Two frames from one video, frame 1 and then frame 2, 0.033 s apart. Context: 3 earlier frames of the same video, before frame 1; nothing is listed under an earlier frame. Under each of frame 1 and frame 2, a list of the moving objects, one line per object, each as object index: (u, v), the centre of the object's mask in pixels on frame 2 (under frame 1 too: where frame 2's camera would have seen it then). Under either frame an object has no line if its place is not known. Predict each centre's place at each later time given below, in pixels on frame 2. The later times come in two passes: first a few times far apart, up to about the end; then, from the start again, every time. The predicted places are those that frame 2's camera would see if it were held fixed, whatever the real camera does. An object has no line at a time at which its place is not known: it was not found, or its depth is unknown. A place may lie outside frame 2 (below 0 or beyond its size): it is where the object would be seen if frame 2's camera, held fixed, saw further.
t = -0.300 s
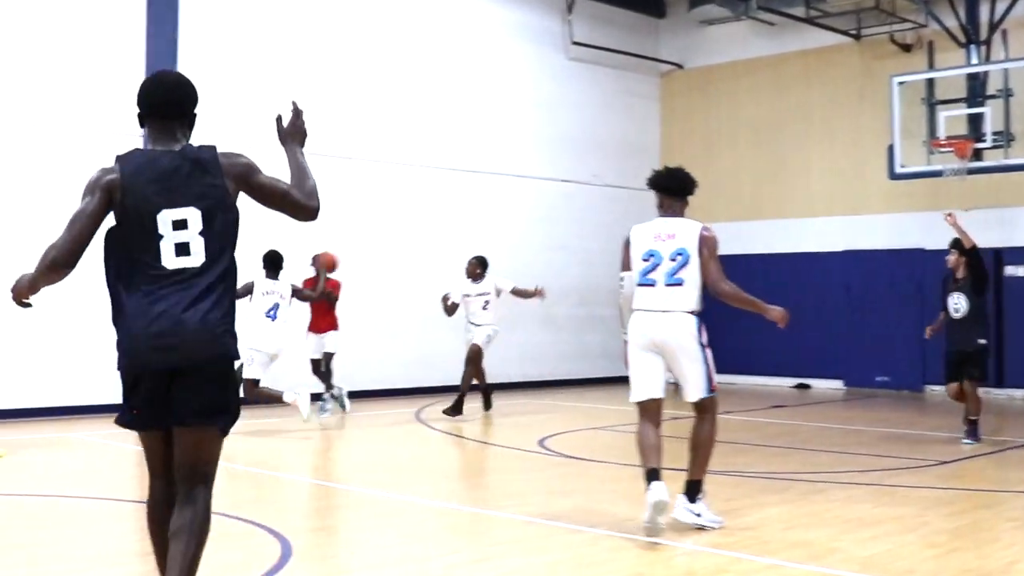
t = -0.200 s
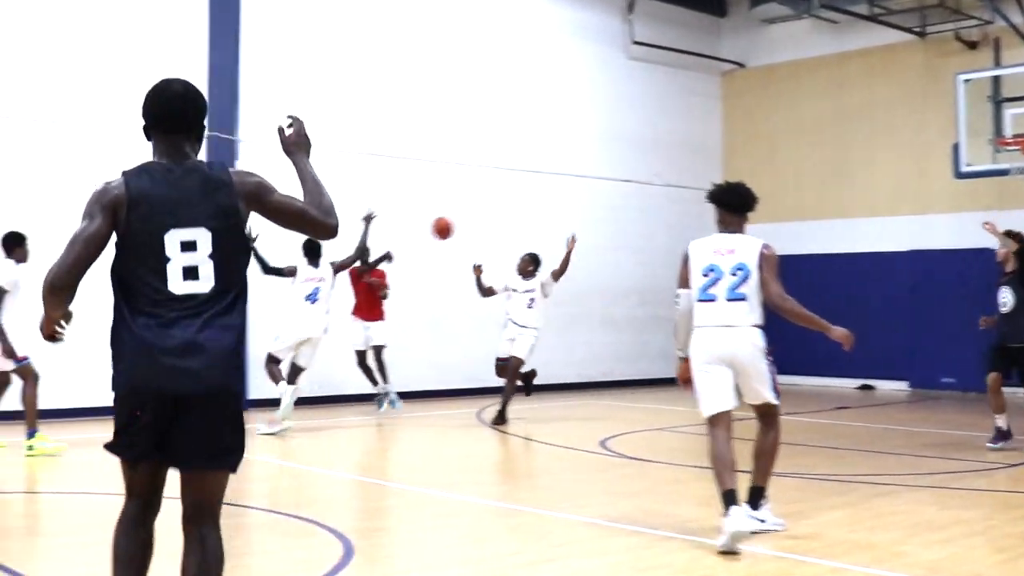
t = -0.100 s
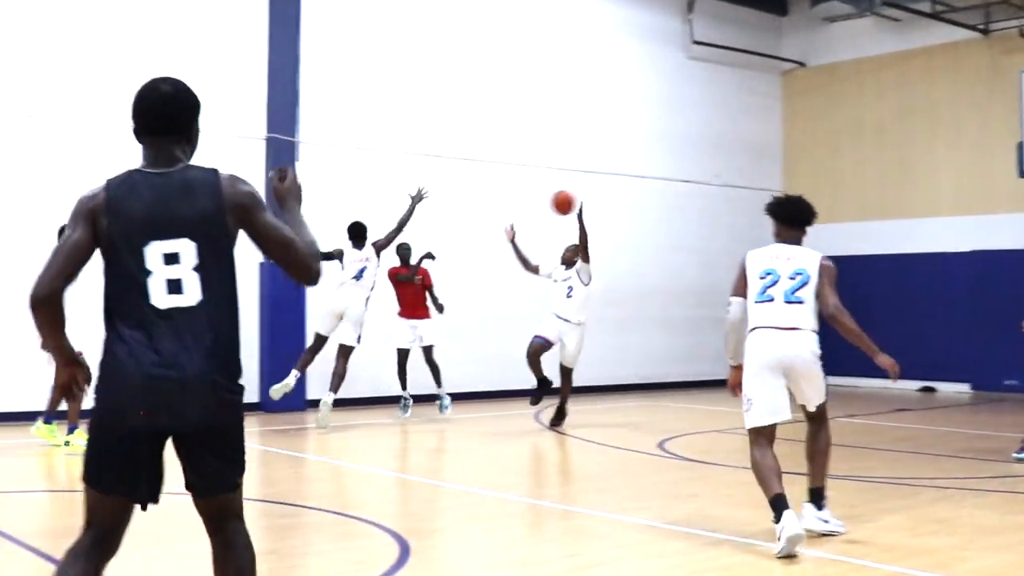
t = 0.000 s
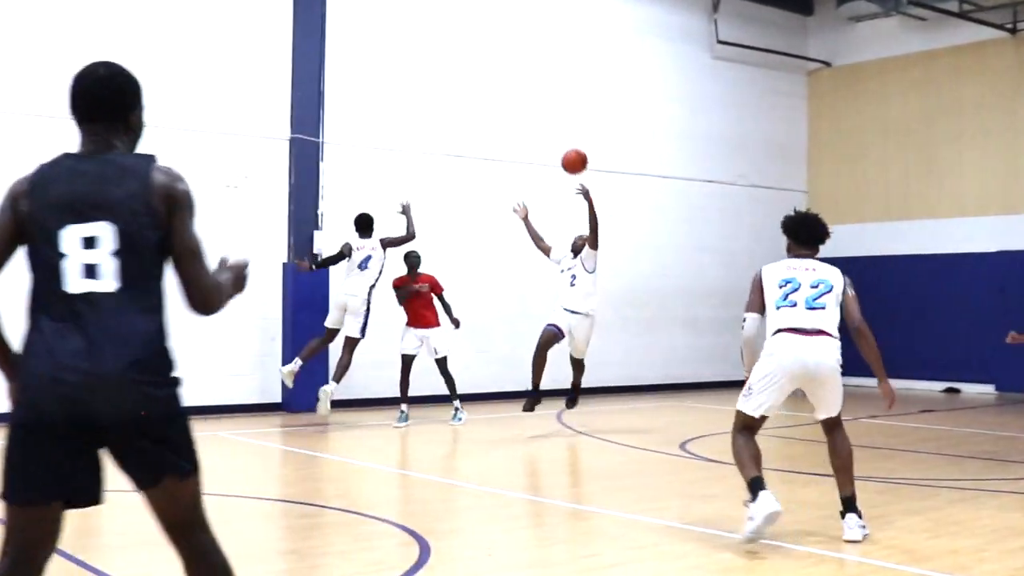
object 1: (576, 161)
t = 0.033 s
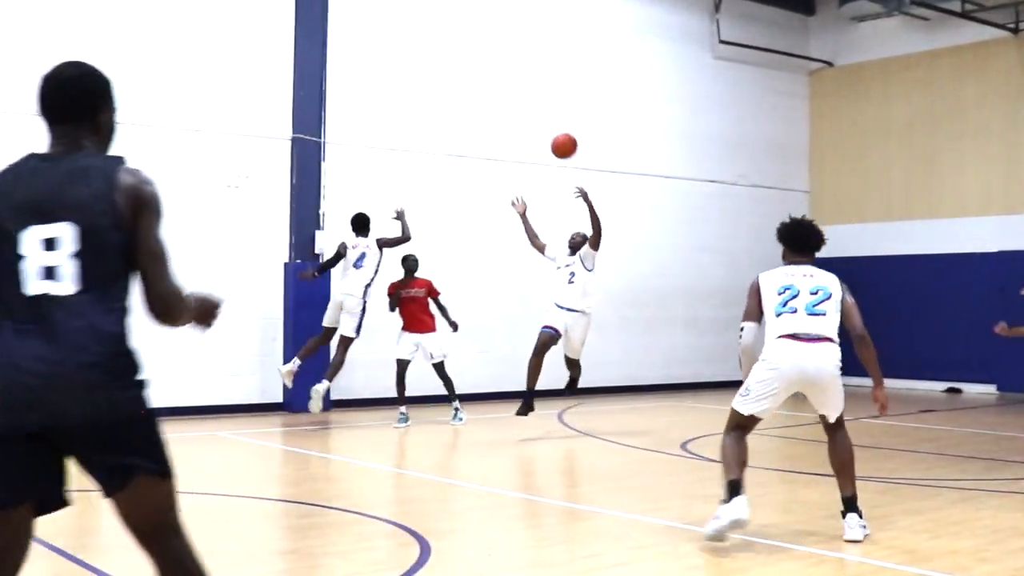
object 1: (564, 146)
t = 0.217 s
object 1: (490, 78)
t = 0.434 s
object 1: (387, 41)
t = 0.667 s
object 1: (258, 66)
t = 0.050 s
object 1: (557, 138)
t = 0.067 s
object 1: (551, 131)
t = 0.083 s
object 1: (545, 125)
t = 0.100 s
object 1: (538, 118)
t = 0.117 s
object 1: (532, 111)
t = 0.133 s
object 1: (525, 105)
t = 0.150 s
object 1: (519, 99)
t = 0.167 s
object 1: (512, 93)
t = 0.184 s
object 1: (504, 88)
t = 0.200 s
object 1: (497, 83)
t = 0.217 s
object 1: (490, 78)
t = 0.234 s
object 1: (483, 73)
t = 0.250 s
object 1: (476, 69)
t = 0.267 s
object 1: (468, 64)
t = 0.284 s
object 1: (461, 61)
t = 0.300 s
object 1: (453, 57)
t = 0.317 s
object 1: (445, 54)
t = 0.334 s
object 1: (437, 51)
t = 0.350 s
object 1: (429, 49)
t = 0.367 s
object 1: (421, 47)
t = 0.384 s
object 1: (413, 45)
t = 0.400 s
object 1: (404, 43)
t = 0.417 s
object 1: (395, 41)
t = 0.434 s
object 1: (387, 41)
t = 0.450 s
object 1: (378, 40)
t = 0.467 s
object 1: (370, 40)
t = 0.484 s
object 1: (361, 40)
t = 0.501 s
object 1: (352, 40)
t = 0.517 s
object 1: (343, 41)
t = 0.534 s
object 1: (333, 42)
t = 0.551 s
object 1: (324, 43)
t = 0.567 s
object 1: (315, 44)
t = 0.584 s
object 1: (306, 47)
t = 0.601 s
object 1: (297, 51)
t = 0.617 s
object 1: (288, 54)
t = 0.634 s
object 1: (278, 58)
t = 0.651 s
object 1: (268, 62)
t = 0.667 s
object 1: (258, 66)
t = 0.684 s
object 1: (248, 72)
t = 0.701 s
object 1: (238, 78)
